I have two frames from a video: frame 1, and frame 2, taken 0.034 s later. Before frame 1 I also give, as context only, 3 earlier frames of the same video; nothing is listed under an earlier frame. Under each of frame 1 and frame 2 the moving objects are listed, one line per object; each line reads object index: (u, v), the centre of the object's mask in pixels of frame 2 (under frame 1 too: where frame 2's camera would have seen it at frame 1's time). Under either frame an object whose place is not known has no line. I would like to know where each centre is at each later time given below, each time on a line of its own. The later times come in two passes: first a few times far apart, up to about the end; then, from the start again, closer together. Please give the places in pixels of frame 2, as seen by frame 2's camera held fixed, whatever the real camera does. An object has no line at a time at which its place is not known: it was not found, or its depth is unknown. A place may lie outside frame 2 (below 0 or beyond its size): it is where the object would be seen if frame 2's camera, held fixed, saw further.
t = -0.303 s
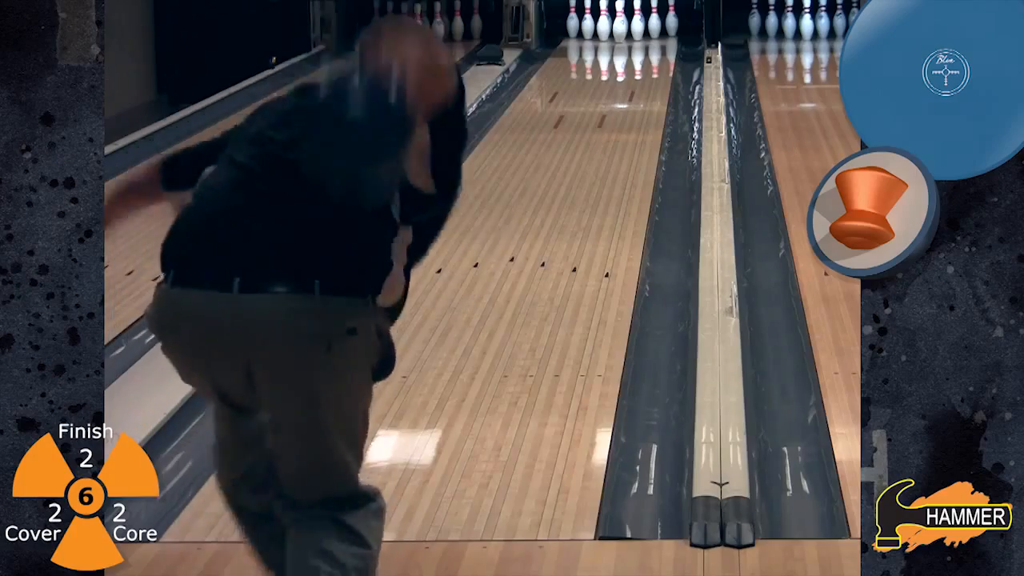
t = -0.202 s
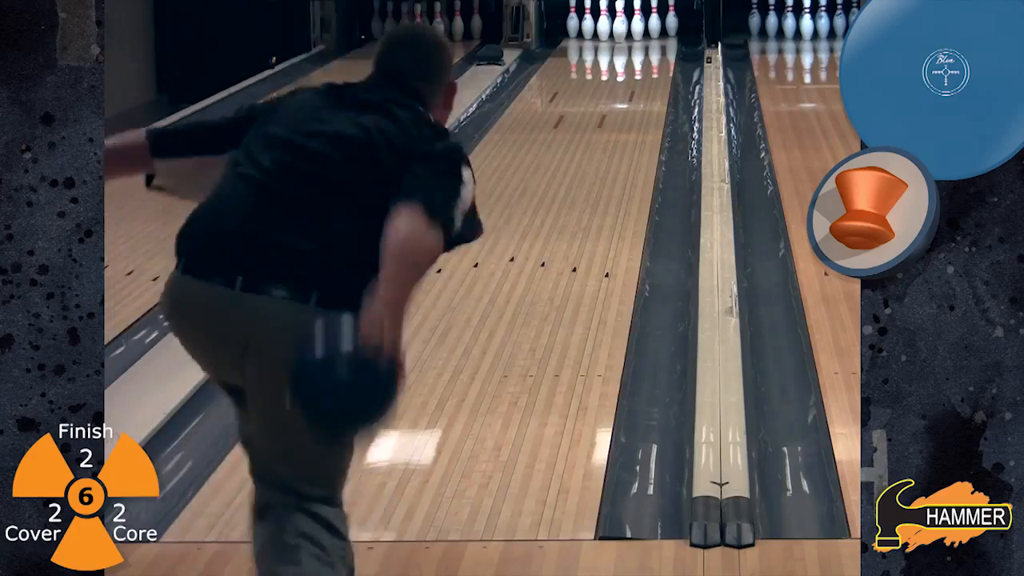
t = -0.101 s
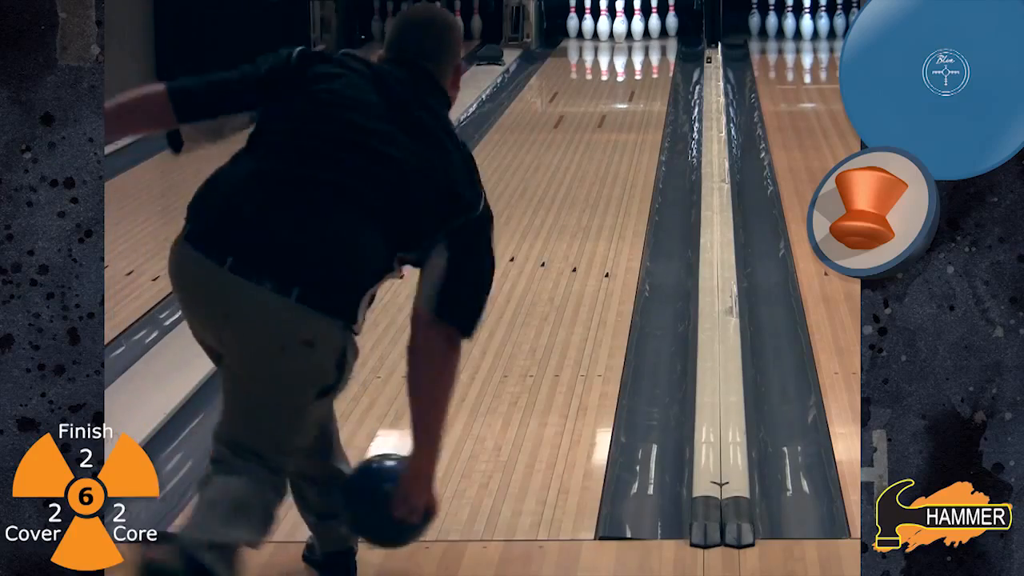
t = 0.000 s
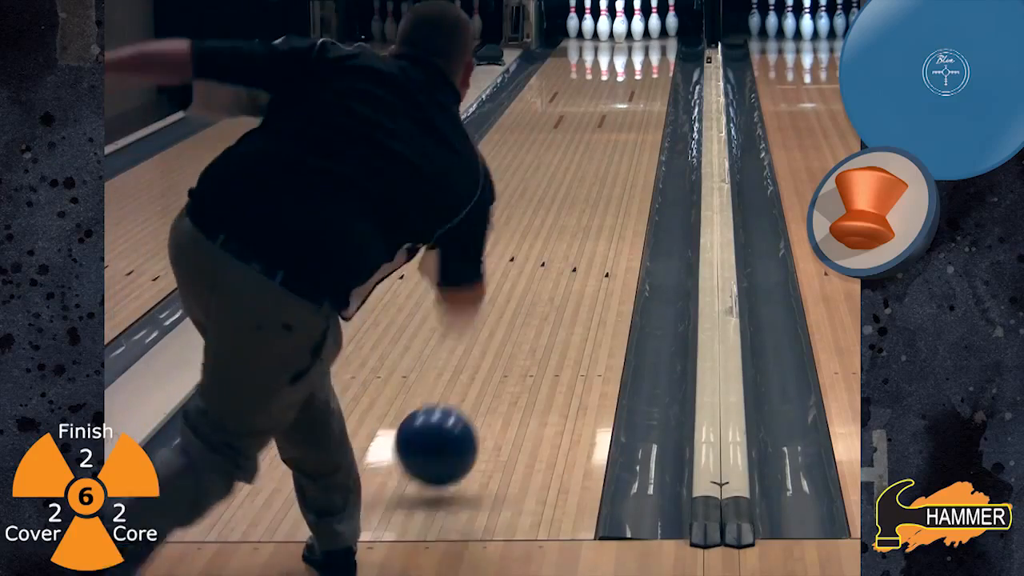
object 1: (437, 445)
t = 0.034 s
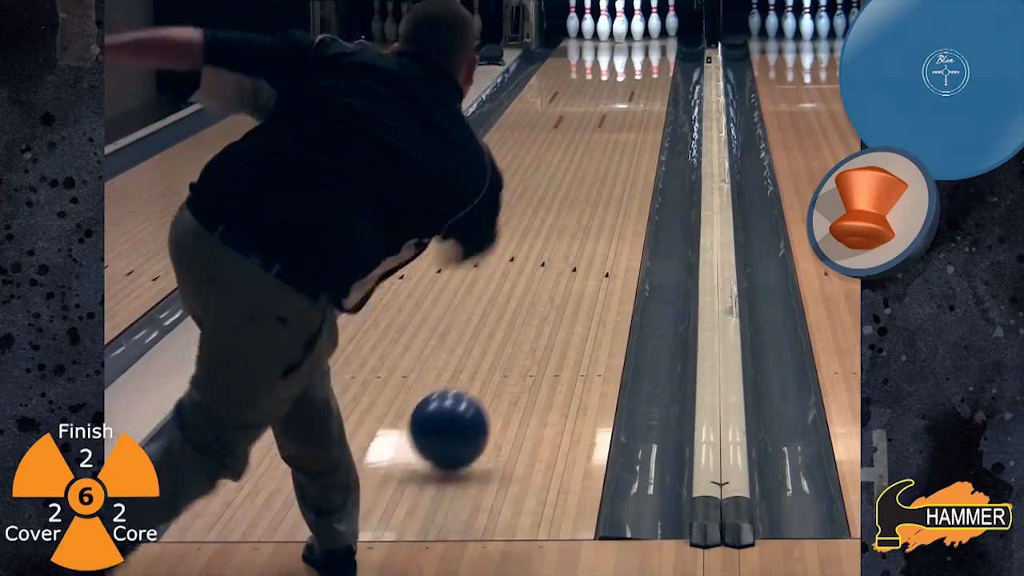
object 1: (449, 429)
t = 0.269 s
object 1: (517, 317)
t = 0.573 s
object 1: (571, 222)
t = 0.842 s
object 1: (601, 165)
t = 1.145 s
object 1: (623, 120)
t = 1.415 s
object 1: (635, 91)
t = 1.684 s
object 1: (640, 62)
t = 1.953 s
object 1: (637, 45)
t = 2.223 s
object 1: (630, 30)
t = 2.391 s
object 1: (634, 27)
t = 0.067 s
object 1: (461, 416)
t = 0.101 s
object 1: (472, 396)
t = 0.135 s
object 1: (483, 378)
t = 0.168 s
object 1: (492, 362)
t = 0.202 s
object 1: (501, 345)
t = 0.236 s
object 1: (509, 331)
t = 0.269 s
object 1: (517, 317)
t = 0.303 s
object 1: (525, 304)
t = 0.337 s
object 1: (532, 292)
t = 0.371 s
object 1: (538, 280)
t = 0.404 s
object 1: (544, 270)
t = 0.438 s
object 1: (550, 259)
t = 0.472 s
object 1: (556, 249)
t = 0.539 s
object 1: (574, 227)
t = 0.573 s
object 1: (571, 222)
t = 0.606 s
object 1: (575, 213)
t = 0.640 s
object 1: (579, 206)
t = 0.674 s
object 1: (584, 198)
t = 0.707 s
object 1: (587, 191)
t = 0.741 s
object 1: (591, 184)
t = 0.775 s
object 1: (595, 177)
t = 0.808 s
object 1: (598, 171)
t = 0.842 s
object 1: (601, 165)
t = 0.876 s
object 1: (604, 159)
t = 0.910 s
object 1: (607, 154)
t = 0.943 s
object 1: (609, 148)
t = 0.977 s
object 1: (612, 143)
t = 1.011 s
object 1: (615, 138)
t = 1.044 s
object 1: (617, 134)
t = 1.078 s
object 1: (619, 129)
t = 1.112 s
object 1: (621, 124)
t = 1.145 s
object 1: (623, 120)
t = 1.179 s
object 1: (625, 116)
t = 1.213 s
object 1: (626, 112)
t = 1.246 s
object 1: (628, 108)
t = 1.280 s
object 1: (630, 105)
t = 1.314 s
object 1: (631, 101)
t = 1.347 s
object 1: (633, 98)
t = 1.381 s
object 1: (634, 94)
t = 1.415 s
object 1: (635, 91)
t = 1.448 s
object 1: (636, 87)
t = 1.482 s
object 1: (637, 84)
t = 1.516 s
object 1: (638, 81)
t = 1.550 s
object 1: (638, 78)
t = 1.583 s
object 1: (639, 75)
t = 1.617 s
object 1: (639, 72)
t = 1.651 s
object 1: (640, 67)
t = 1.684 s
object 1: (640, 62)
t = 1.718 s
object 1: (640, 60)
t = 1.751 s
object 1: (640, 57)
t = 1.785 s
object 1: (640, 55)
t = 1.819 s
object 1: (639, 53)
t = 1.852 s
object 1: (639, 51)
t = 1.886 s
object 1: (638, 49)
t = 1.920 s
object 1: (638, 47)
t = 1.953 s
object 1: (637, 45)
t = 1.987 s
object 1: (636, 44)
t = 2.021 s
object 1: (635, 42)
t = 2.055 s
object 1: (634, 39)
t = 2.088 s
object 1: (633, 38)
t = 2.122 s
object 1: (632, 36)
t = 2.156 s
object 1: (630, 34)
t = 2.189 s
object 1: (629, 32)
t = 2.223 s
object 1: (630, 30)
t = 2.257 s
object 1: (631, 30)
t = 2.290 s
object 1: (631, 29)
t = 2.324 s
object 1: (631, 28)
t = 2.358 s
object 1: (633, 27)
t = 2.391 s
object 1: (634, 27)
